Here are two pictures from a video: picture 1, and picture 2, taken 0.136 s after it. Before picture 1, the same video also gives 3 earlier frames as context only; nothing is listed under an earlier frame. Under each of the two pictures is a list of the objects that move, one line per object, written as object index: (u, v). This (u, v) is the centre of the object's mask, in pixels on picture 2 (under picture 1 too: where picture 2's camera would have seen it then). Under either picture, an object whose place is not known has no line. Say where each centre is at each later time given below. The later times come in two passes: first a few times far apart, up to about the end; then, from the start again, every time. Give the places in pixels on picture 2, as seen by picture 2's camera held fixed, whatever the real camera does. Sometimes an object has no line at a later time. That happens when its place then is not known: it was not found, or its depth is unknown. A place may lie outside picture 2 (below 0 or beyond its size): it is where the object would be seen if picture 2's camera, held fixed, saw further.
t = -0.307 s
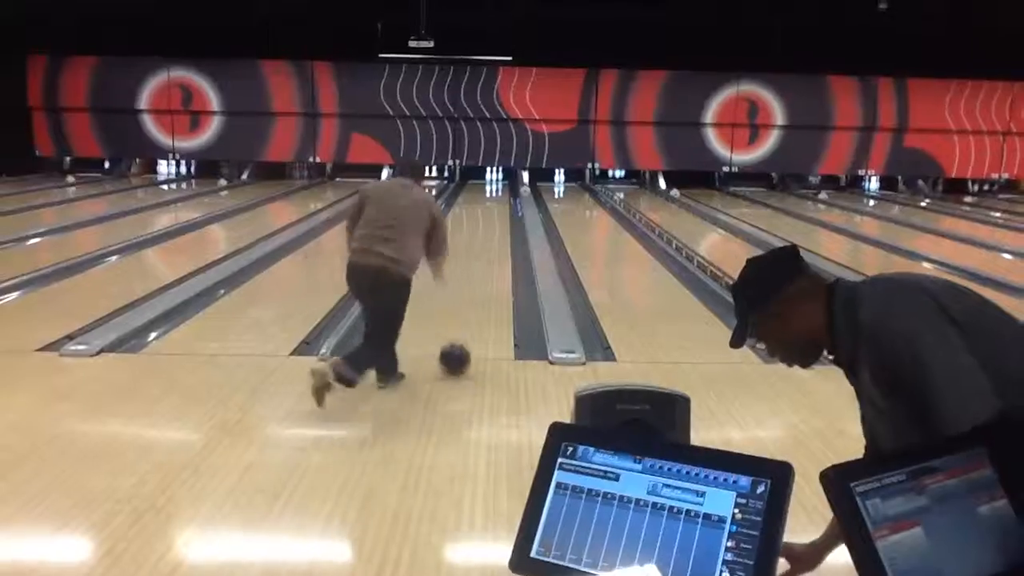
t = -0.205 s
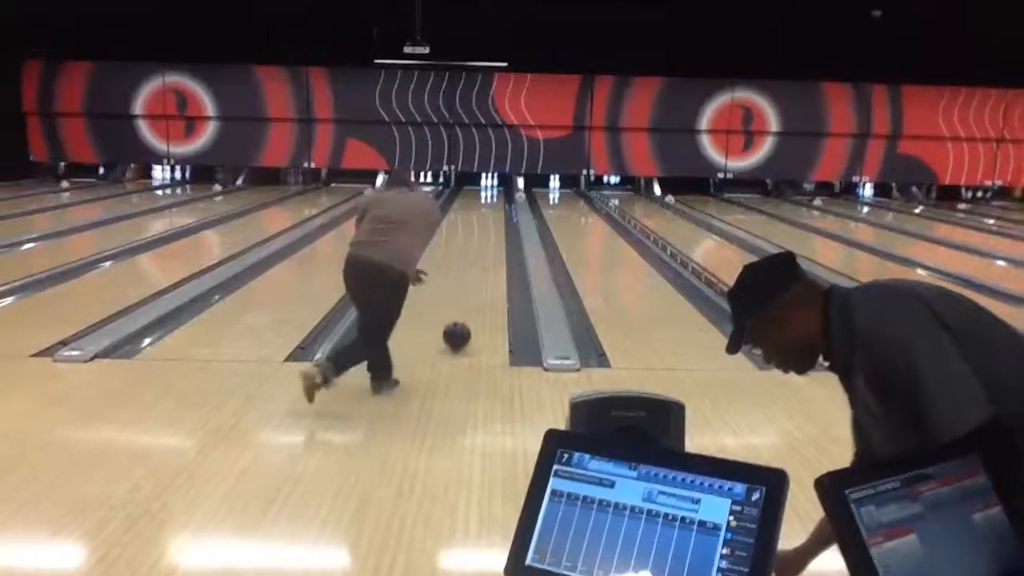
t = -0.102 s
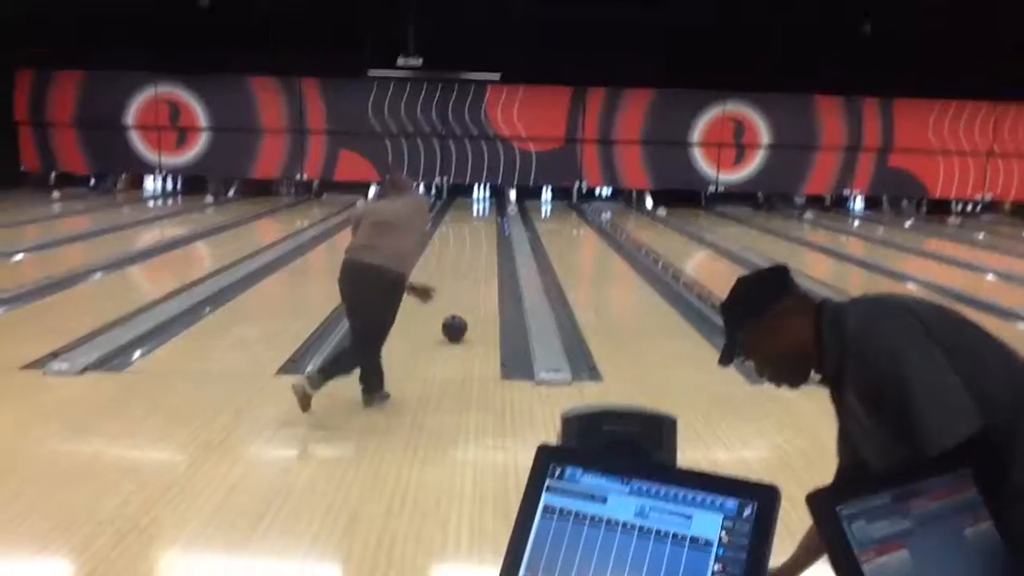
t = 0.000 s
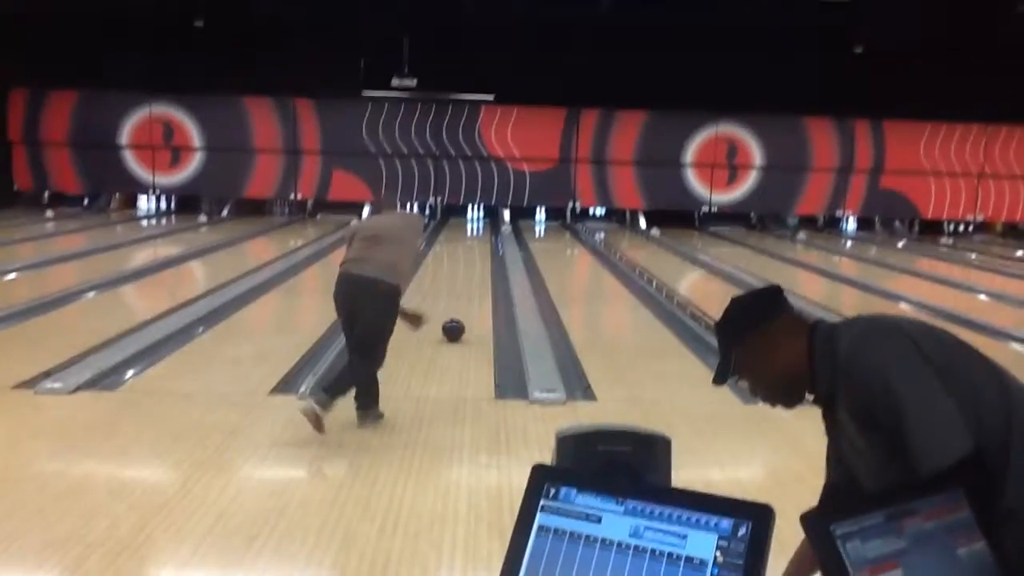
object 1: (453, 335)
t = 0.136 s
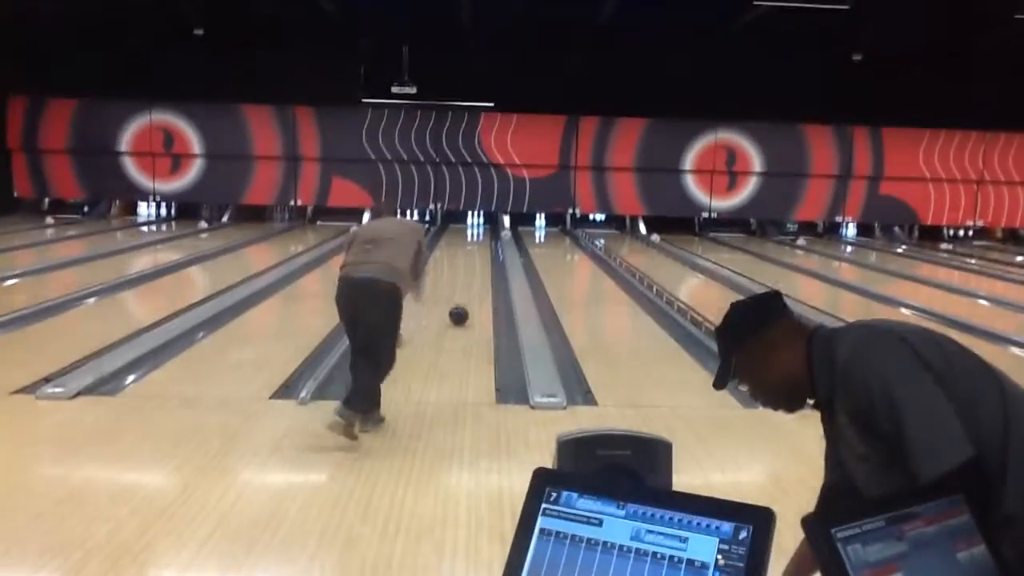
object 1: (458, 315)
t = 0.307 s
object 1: (464, 293)
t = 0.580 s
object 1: (469, 272)
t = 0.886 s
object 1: (474, 256)
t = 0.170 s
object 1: (460, 311)
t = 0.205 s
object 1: (460, 307)
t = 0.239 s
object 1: (462, 303)
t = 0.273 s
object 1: (463, 296)
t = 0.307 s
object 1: (464, 293)
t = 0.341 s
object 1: (465, 290)
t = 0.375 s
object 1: (466, 288)
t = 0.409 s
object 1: (466, 285)
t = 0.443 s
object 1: (467, 282)
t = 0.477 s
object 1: (468, 280)
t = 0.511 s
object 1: (468, 277)
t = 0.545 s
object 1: (469, 275)
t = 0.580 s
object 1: (469, 272)
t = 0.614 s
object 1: (470, 270)
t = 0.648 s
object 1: (471, 268)
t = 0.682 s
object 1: (471, 267)
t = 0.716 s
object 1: (472, 265)
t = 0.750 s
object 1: (473, 262)
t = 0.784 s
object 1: (473, 261)
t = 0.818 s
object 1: (473, 260)
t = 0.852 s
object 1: (473, 257)
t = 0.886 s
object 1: (474, 256)
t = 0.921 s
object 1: (474, 254)
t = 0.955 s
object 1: (474, 253)
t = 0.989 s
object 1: (475, 251)
